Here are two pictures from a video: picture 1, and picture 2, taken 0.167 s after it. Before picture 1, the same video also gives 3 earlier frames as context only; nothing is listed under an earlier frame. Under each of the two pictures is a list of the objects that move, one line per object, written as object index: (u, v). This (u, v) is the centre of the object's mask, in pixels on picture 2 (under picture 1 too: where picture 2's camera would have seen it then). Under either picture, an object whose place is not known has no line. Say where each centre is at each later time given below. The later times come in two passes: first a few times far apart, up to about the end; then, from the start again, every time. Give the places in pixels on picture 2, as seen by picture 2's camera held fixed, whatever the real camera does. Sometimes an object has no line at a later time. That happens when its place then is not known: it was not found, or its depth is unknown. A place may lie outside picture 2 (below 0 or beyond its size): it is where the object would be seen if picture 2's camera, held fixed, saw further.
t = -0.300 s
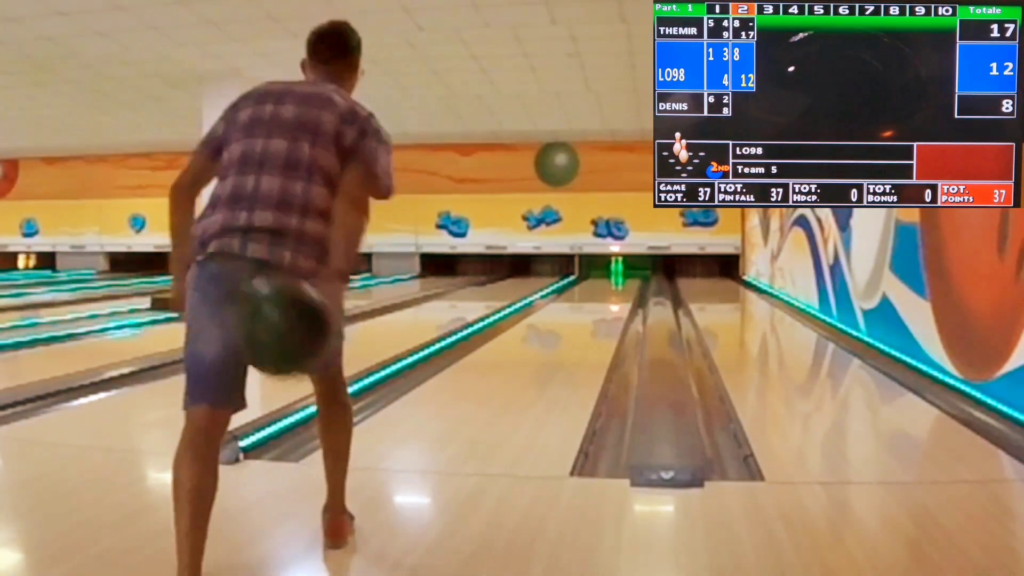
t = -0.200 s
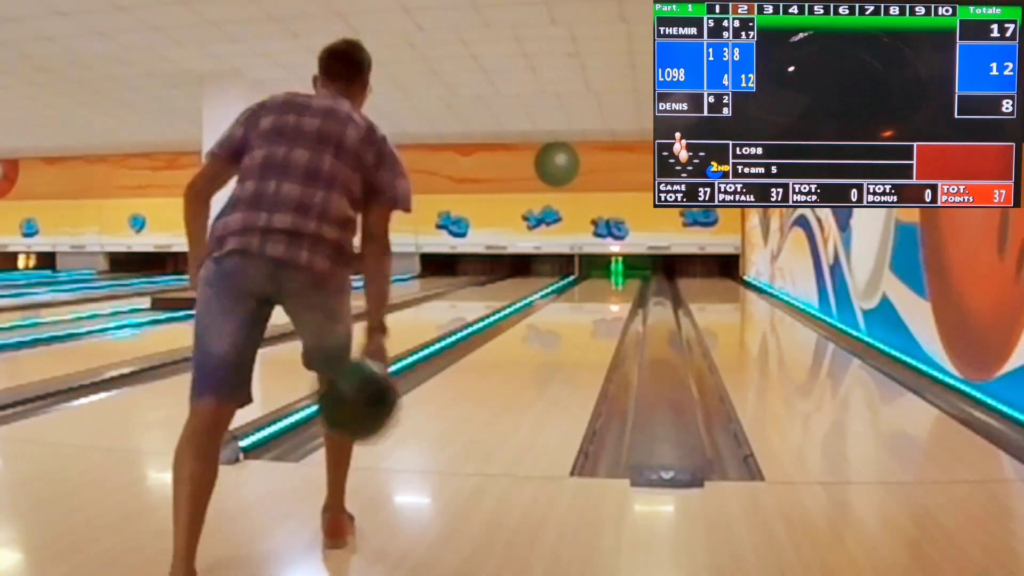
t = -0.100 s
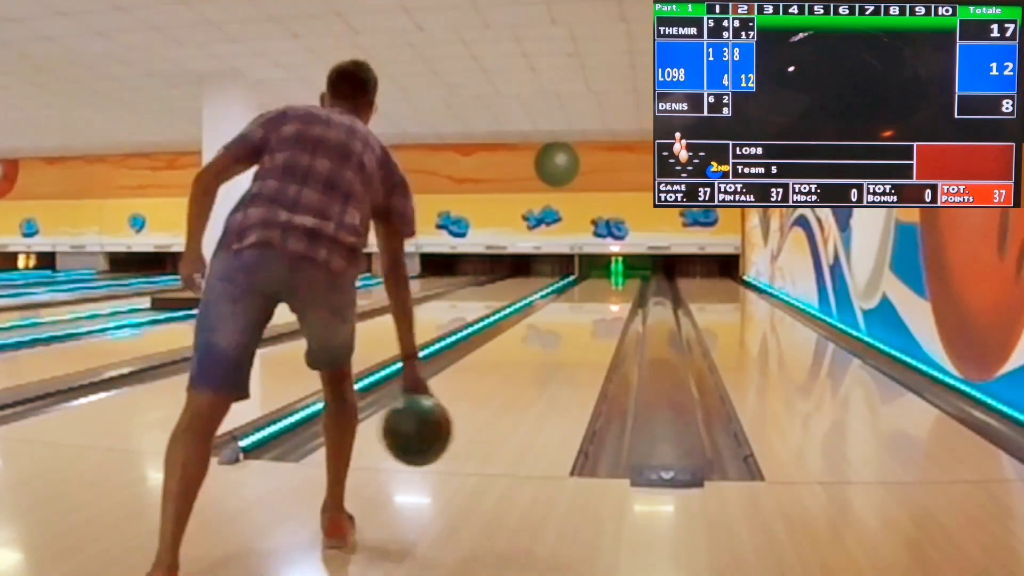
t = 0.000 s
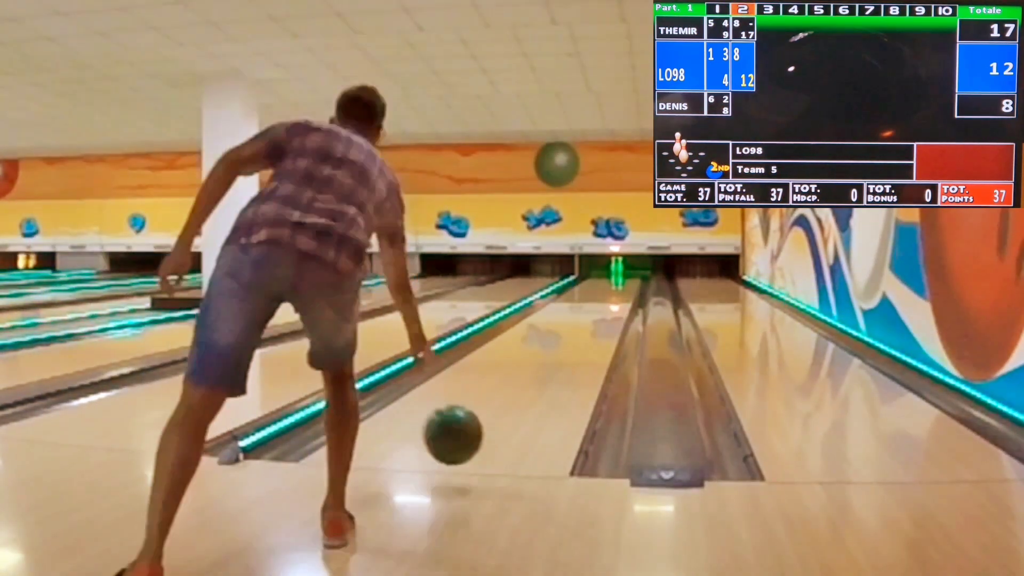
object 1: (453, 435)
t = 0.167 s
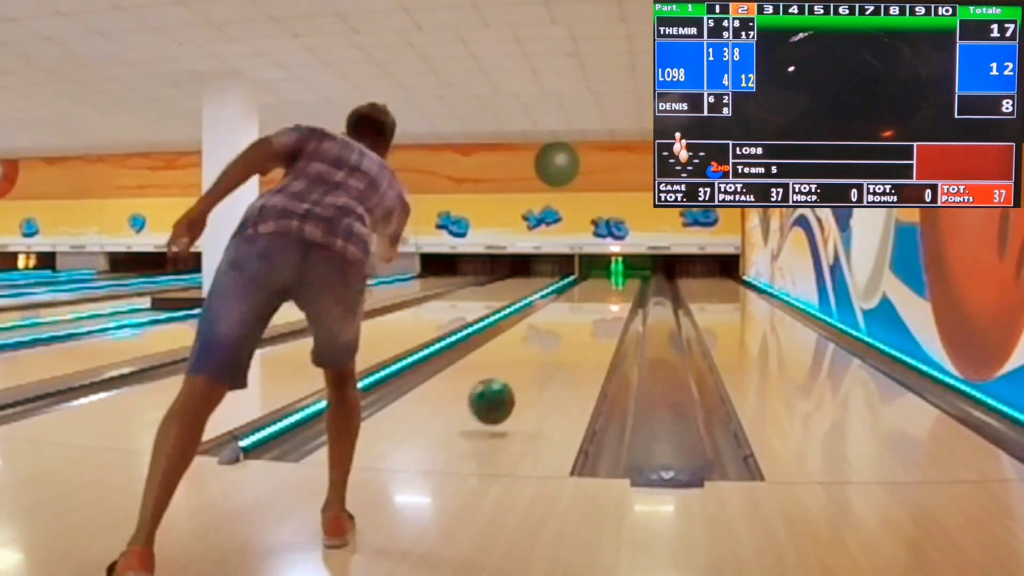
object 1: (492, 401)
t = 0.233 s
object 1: (502, 397)
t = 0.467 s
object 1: (531, 363)
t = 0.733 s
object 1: (550, 339)
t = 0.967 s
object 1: (562, 324)
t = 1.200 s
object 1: (570, 313)
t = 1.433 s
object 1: (577, 305)
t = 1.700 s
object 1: (583, 298)
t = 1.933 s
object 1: (587, 294)
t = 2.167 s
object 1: (592, 289)
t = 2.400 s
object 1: (594, 286)
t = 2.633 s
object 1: (597, 283)
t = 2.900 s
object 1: (598, 279)
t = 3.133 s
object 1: (600, 277)
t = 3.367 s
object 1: (601, 275)
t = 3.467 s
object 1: (601, 275)
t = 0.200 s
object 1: (497, 398)
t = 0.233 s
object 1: (502, 397)
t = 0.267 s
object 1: (508, 390)
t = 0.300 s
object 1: (512, 385)
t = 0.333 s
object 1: (516, 380)
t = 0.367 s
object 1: (520, 375)
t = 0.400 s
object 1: (524, 371)
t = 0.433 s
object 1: (527, 367)
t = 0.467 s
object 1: (531, 363)
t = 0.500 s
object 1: (534, 359)
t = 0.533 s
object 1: (536, 356)
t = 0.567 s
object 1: (539, 352)
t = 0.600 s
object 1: (542, 349)
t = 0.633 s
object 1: (544, 346)
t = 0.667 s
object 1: (546, 344)
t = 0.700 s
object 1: (548, 341)
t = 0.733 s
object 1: (550, 339)
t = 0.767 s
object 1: (552, 336)
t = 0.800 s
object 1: (554, 334)
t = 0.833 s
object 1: (555, 332)
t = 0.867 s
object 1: (557, 330)
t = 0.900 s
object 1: (559, 327)
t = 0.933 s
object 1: (560, 326)
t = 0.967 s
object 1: (562, 324)
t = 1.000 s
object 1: (563, 322)
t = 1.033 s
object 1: (564, 320)
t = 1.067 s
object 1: (566, 319)
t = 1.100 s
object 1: (567, 317)
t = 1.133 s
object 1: (568, 316)
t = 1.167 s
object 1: (569, 314)
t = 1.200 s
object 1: (570, 313)
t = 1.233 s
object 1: (572, 312)
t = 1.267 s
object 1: (573, 311)
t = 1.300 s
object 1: (574, 310)
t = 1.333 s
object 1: (575, 308)
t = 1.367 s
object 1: (575, 307)
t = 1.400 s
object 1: (576, 306)
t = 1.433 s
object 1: (577, 305)
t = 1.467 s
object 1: (578, 304)
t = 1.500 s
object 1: (579, 304)
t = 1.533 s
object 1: (580, 303)
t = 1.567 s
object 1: (580, 302)
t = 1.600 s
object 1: (581, 301)
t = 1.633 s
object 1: (582, 300)
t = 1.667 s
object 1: (583, 299)
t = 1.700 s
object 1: (583, 298)
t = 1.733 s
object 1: (584, 297)
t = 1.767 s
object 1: (585, 297)
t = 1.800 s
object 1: (585, 297)
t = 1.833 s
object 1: (586, 295)
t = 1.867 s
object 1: (586, 295)
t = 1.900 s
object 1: (586, 294)
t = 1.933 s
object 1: (587, 294)
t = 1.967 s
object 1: (587, 293)
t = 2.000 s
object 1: (588, 293)
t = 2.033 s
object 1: (589, 292)
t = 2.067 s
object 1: (589, 292)
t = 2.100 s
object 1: (590, 291)
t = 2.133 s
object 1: (590, 290)
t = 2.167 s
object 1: (592, 289)
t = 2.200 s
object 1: (592, 289)
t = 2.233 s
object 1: (593, 288)
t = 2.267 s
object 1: (593, 288)
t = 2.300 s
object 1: (593, 288)
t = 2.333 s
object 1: (594, 287)
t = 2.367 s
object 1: (594, 287)
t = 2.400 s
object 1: (594, 286)
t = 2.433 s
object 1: (594, 285)
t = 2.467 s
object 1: (595, 285)
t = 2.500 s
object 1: (595, 284)
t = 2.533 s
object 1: (596, 283)
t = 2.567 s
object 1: (596, 283)
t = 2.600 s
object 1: (596, 283)
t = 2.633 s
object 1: (597, 283)
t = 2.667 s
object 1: (597, 282)
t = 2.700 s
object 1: (597, 281)
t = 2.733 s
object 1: (598, 281)
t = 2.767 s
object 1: (598, 280)
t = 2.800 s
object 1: (598, 280)
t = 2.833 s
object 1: (598, 279)
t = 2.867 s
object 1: (598, 279)
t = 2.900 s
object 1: (598, 279)
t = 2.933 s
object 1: (599, 279)
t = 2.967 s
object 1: (599, 278)
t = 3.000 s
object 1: (599, 278)
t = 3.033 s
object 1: (600, 277)
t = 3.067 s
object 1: (600, 277)
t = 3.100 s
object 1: (600, 277)
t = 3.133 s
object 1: (600, 277)
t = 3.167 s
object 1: (600, 277)
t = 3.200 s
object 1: (601, 276)
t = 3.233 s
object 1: (601, 276)
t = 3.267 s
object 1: (600, 276)
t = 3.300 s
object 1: (601, 275)
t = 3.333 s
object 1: (601, 275)
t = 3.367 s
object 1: (601, 275)
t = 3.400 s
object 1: (601, 275)
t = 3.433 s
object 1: (601, 274)
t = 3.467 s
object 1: (601, 275)
